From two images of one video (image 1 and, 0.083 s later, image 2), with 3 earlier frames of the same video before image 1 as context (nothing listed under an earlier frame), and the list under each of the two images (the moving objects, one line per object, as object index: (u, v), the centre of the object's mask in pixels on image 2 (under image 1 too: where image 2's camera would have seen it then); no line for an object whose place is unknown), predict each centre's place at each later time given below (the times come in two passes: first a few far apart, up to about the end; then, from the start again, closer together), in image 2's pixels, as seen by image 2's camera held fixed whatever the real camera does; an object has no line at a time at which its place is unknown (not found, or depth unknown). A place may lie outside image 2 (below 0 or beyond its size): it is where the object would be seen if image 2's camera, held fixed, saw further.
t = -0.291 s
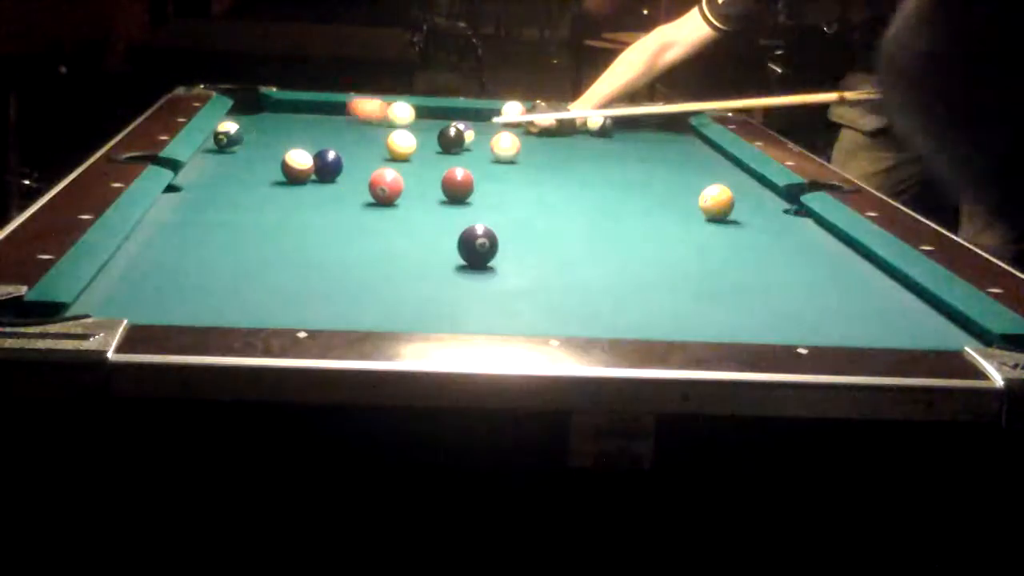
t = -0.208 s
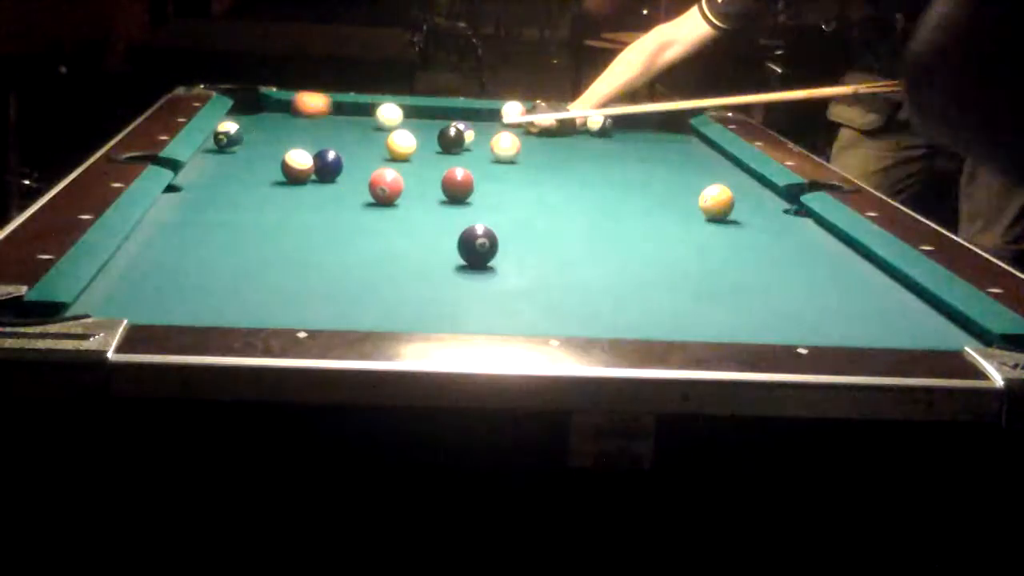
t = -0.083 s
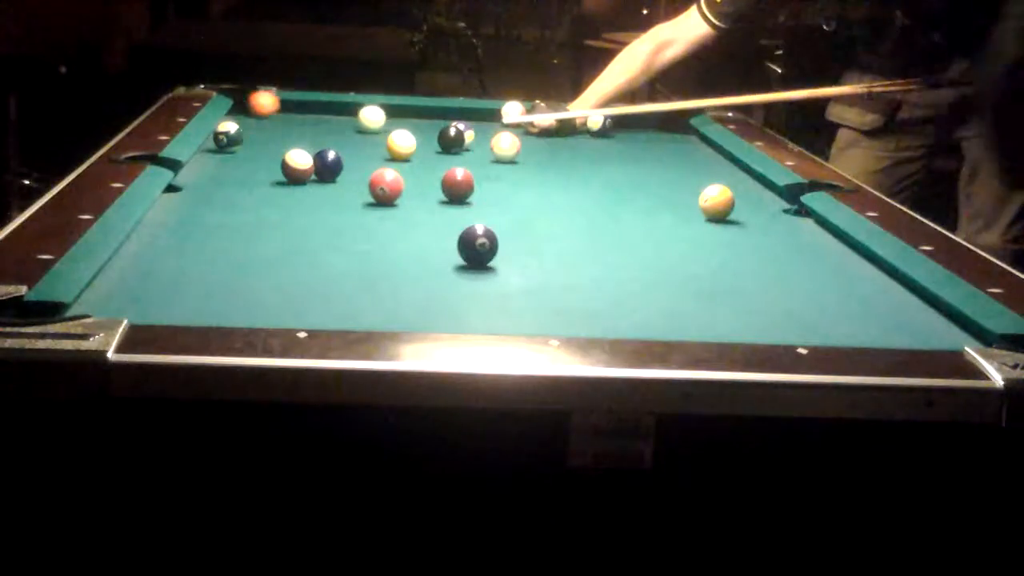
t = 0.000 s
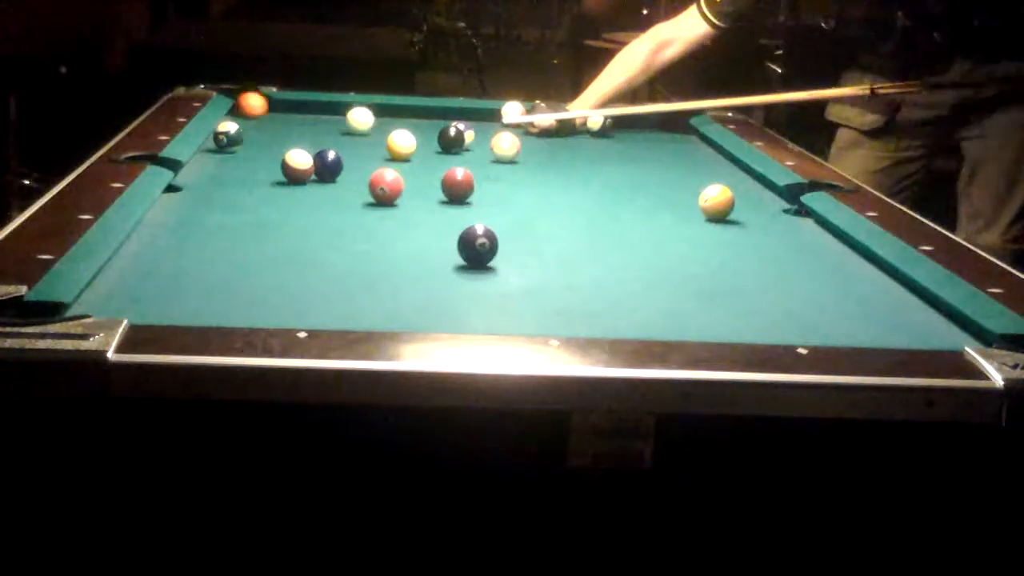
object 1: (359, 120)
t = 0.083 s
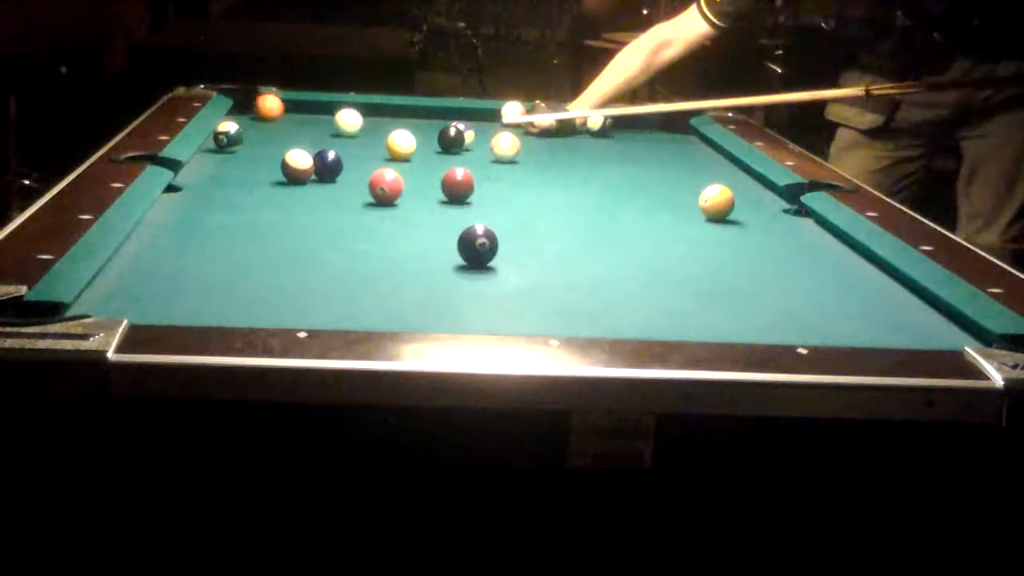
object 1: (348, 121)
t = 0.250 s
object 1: (325, 125)
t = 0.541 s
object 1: (282, 131)
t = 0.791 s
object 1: (257, 136)
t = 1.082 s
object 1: (276, 140)
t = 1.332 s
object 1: (292, 140)
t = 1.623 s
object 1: (310, 142)
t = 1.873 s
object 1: (322, 143)
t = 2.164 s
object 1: (337, 147)
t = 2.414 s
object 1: (346, 151)
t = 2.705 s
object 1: (352, 154)
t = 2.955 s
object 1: (355, 155)
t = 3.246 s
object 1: (356, 155)
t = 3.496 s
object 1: (356, 155)
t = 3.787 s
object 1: (356, 155)
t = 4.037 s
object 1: (356, 155)
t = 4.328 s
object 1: (356, 155)
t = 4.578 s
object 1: (356, 155)
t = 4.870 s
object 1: (356, 155)
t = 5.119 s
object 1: (356, 155)
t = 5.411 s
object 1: (356, 155)
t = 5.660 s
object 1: (356, 155)
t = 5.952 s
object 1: (356, 155)
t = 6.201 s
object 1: (356, 155)
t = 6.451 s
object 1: (356, 155)
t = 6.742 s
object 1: (356, 155)
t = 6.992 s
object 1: (356, 155)
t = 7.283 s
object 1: (356, 155)
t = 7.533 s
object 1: (356, 155)
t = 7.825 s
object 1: (356, 155)
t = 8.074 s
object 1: (356, 155)
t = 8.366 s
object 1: (356, 155)
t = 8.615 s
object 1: (356, 155)
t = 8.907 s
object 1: (356, 155)
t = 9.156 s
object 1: (356, 155)
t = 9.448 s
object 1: (356, 155)
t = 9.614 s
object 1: (356, 155)
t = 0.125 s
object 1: (342, 122)
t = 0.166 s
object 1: (336, 123)
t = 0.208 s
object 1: (330, 124)
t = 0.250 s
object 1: (325, 125)
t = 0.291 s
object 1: (319, 126)
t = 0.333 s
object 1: (313, 127)
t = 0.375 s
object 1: (306, 127)
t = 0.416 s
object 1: (300, 128)
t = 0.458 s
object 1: (294, 129)
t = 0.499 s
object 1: (288, 130)
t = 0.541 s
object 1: (282, 131)
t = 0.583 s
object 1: (276, 131)
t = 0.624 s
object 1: (269, 133)
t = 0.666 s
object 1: (263, 134)
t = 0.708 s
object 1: (257, 135)
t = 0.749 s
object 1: (256, 135)
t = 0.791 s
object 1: (257, 136)
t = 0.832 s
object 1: (259, 137)
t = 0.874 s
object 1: (262, 137)
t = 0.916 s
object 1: (264, 138)
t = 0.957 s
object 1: (268, 138)
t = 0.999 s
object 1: (270, 139)
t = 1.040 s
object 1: (273, 140)
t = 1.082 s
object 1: (276, 140)
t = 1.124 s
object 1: (278, 141)
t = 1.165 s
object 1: (281, 140)
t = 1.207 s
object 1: (284, 141)
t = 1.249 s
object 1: (286, 140)
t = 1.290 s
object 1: (289, 140)
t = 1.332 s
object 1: (292, 140)
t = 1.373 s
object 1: (294, 140)
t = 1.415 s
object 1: (297, 140)
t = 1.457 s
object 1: (300, 141)
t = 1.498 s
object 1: (303, 141)
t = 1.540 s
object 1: (306, 141)
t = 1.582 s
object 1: (308, 142)
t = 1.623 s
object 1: (310, 142)
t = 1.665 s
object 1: (312, 142)
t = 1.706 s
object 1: (313, 142)
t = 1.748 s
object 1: (316, 142)
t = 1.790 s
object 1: (317, 143)
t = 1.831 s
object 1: (320, 143)
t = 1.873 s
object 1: (322, 143)
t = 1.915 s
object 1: (324, 143)
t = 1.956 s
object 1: (326, 144)
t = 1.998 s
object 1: (329, 144)
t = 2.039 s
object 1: (331, 144)
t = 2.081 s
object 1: (333, 145)
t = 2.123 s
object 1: (335, 146)
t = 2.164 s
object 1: (337, 147)
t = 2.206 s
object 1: (339, 147)
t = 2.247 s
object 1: (341, 148)
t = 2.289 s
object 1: (343, 149)
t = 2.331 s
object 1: (344, 150)
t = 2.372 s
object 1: (345, 150)
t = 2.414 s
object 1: (346, 151)
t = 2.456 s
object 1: (347, 151)
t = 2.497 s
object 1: (348, 152)
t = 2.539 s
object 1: (349, 152)
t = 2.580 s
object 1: (350, 153)
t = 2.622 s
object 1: (351, 153)
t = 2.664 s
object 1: (351, 154)
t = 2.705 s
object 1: (352, 154)
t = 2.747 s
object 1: (352, 154)
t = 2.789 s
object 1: (353, 154)
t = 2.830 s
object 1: (354, 155)
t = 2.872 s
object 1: (354, 155)
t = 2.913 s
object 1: (355, 155)
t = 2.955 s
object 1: (355, 155)
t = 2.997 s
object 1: (356, 155)
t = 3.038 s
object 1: (356, 155)
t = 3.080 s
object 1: (356, 155)
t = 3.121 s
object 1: (356, 155)
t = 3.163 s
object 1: (356, 155)
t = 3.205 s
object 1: (356, 155)
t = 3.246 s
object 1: (356, 155)
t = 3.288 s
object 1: (356, 155)
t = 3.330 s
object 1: (356, 155)
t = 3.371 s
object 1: (356, 155)
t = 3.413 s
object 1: (356, 155)
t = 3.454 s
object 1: (356, 155)
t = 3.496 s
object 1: (356, 155)
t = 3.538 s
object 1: (356, 155)
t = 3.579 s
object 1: (356, 155)
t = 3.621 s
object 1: (356, 155)
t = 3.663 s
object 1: (356, 155)
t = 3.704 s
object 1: (356, 155)
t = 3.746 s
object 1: (356, 155)
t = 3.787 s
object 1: (356, 155)
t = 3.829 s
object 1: (356, 155)
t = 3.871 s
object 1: (356, 155)
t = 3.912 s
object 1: (356, 155)
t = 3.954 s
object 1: (356, 155)
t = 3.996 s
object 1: (356, 155)
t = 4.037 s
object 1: (356, 155)
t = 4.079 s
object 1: (356, 155)
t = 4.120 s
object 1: (356, 155)
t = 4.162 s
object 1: (356, 155)
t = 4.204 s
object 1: (356, 155)
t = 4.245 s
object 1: (356, 155)
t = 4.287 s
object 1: (356, 155)
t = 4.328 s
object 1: (356, 155)
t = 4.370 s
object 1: (356, 155)
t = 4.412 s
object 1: (356, 155)
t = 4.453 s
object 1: (356, 155)
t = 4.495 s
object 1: (356, 155)
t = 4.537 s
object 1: (356, 155)
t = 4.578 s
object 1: (356, 155)
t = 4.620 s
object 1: (356, 155)
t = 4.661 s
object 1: (356, 155)
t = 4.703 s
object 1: (356, 155)
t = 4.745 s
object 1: (356, 155)
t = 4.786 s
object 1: (356, 155)
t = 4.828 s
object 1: (356, 155)
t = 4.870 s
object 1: (356, 155)
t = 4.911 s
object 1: (356, 155)
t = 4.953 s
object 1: (356, 155)
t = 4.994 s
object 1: (356, 155)
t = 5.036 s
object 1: (356, 155)
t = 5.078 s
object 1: (356, 155)
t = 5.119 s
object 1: (356, 155)
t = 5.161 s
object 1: (356, 155)
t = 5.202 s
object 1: (356, 155)
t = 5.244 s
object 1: (356, 155)
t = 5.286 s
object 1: (356, 155)
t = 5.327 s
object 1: (356, 155)
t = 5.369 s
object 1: (356, 155)
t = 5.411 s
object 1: (356, 155)
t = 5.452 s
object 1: (356, 155)
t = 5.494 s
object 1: (356, 155)
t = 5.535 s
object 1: (356, 155)
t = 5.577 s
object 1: (356, 155)
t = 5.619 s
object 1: (356, 155)
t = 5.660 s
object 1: (356, 155)
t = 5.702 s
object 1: (356, 155)
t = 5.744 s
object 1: (356, 155)
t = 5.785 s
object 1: (356, 155)
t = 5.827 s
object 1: (356, 155)
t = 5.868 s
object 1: (356, 155)
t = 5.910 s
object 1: (356, 155)
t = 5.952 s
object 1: (356, 155)
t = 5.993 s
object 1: (356, 155)
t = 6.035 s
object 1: (356, 155)
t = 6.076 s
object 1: (356, 155)
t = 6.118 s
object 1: (356, 155)
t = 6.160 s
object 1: (356, 155)
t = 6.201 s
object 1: (356, 155)
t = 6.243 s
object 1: (356, 155)
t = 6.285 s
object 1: (356, 155)
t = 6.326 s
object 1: (356, 155)
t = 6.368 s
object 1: (356, 155)
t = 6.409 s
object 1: (356, 155)
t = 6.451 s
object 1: (356, 155)
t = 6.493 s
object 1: (356, 155)
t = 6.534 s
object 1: (356, 155)
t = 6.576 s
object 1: (356, 155)
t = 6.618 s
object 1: (356, 155)
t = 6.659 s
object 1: (356, 155)
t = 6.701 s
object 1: (356, 155)
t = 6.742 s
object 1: (356, 155)
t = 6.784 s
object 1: (356, 155)
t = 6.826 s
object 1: (356, 155)
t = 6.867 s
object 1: (356, 155)
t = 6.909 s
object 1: (356, 155)
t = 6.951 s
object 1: (356, 155)
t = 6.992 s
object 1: (356, 155)
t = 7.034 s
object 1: (356, 155)
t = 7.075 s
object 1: (356, 155)
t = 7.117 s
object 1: (356, 155)
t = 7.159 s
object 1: (356, 155)
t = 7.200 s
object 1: (356, 155)
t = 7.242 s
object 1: (356, 155)
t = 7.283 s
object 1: (356, 155)
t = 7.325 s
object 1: (356, 155)
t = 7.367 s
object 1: (356, 155)
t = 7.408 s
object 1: (356, 155)
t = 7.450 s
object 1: (356, 155)
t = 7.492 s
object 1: (356, 155)
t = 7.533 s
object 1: (356, 155)
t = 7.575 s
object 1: (356, 155)
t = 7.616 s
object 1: (356, 155)
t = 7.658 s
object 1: (356, 155)
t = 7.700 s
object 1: (356, 155)
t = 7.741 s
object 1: (356, 155)
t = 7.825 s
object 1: (356, 155)
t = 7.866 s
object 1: (356, 155)
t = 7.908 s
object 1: (356, 155)
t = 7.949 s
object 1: (356, 155)
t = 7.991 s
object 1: (356, 155)
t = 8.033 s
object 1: (356, 155)
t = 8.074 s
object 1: (356, 155)
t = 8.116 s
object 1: (356, 155)
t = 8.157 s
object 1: (356, 155)
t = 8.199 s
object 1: (356, 155)
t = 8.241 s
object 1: (356, 155)
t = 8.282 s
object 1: (356, 155)
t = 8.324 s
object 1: (356, 155)
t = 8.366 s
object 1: (356, 155)
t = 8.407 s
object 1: (356, 155)
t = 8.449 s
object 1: (356, 155)
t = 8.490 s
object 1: (356, 155)
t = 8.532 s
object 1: (356, 155)
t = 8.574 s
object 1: (356, 155)
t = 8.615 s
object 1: (356, 155)
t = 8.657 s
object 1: (356, 155)
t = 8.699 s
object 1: (356, 155)
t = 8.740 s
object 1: (356, 155)
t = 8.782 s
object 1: (356, 155)
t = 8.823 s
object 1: (356, 155)
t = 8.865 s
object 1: (356, 155)
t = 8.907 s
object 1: (356, 155)
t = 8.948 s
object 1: (356, 155)
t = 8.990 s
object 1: (356, 155)
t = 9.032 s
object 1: (356, 155)
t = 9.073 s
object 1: (356, 155)
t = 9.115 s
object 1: (356, 155)
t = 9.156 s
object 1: (356, 155)
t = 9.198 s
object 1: (356, 155)
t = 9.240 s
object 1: (356, 155)
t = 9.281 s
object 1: (356, 155)
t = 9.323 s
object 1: (356, 155)
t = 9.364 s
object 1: (356, 155)
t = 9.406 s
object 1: (356, 155)
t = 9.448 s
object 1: (356, 155)
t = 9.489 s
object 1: (356, 155)
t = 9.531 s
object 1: (356, 155)
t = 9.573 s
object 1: (356, 155)
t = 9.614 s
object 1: (356, 155)
